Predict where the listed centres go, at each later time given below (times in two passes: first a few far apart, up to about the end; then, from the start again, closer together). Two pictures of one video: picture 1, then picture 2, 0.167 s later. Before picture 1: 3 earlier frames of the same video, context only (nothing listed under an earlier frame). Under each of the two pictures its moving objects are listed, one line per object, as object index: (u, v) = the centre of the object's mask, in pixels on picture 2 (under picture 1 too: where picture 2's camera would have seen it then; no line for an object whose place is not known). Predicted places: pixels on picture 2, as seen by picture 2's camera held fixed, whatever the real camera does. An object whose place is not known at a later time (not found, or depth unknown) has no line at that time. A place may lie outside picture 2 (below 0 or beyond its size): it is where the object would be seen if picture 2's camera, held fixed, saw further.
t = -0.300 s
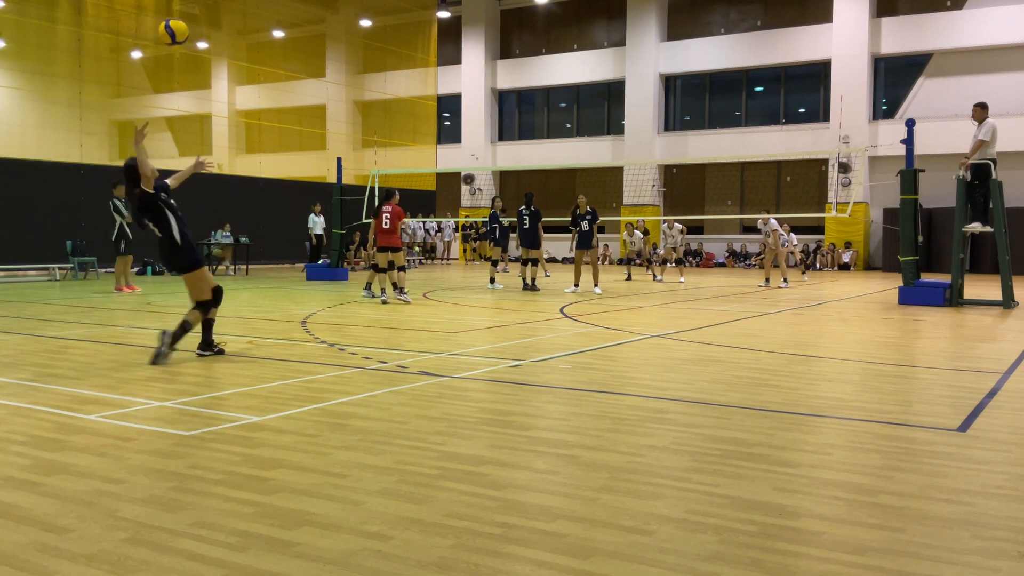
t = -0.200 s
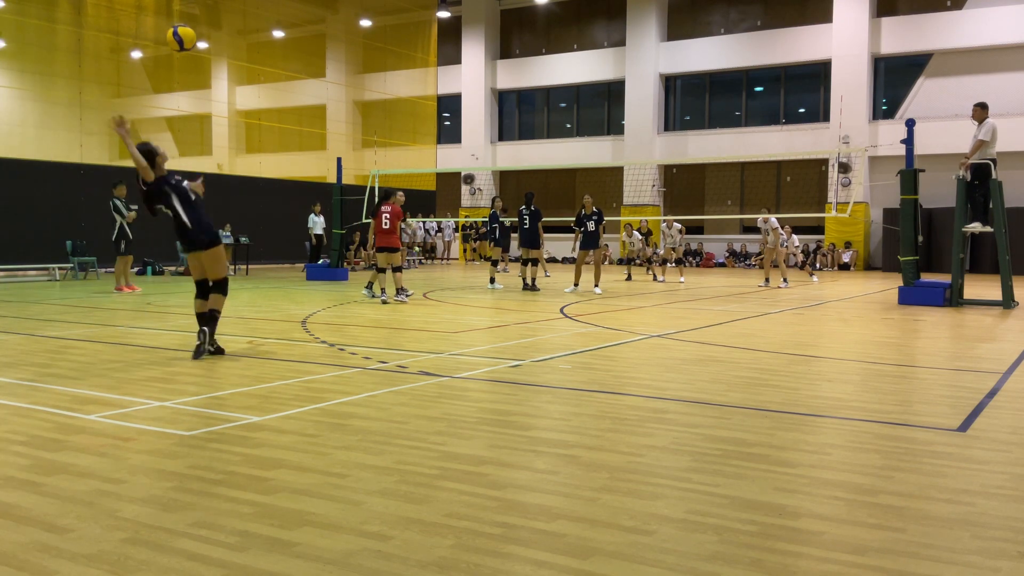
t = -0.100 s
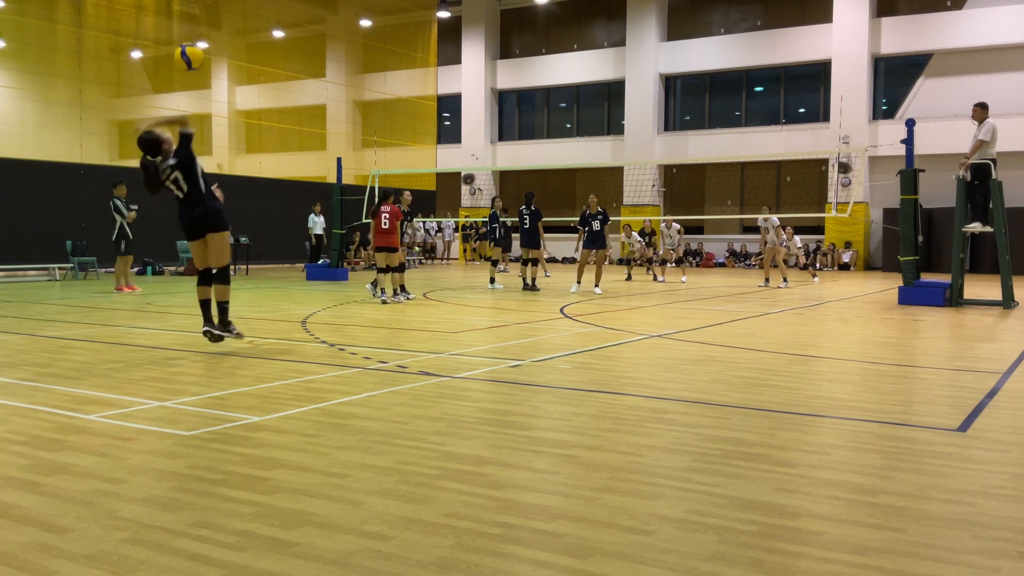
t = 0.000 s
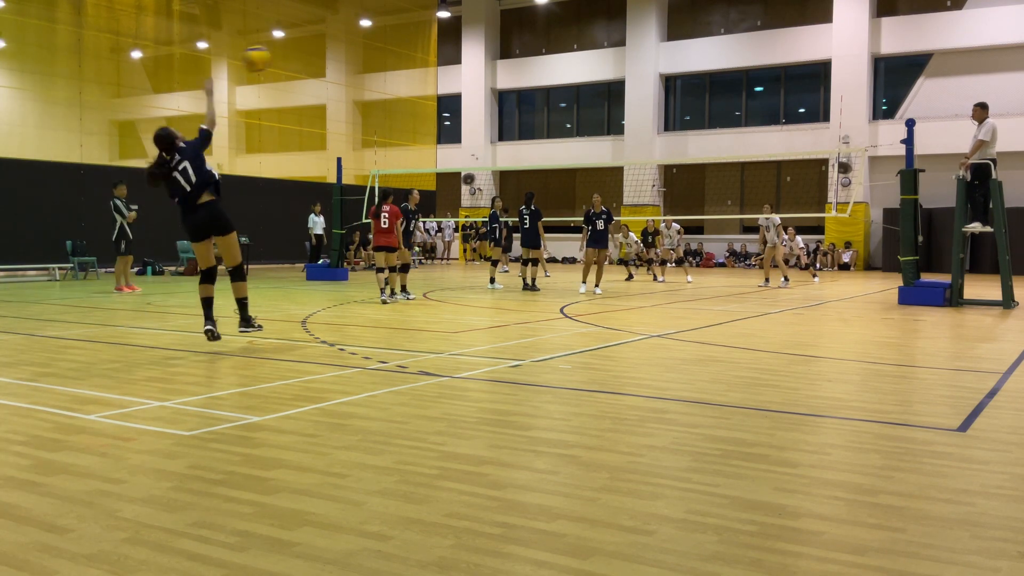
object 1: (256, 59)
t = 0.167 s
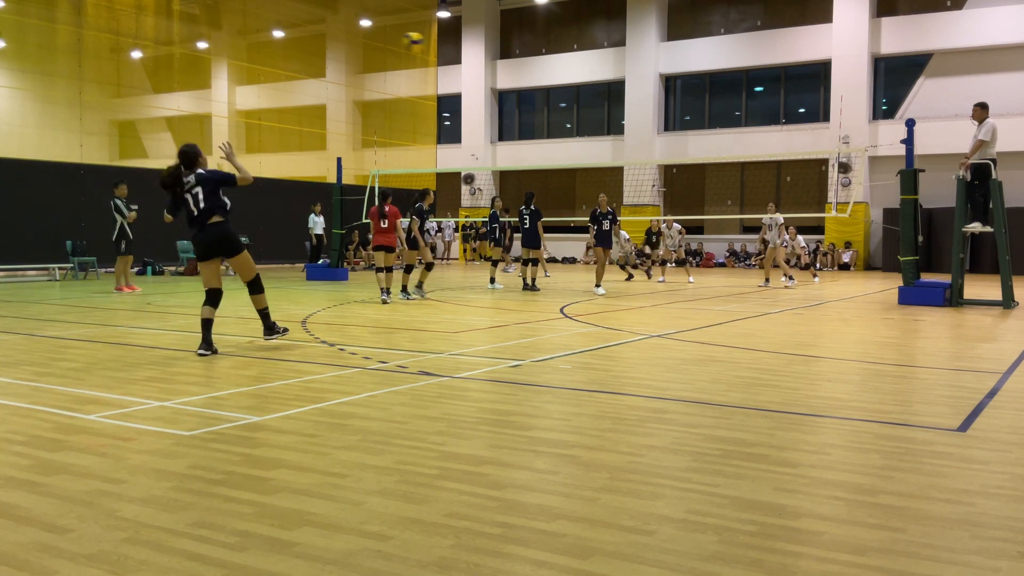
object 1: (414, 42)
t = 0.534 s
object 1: (582, 88)
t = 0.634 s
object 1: (607, 107)
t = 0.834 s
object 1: (647, 155)
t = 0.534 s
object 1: (582, 88)
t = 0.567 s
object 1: (591, 93)
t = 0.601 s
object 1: (599, 100)
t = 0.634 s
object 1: (607, 107)
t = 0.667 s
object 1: (616, 115)
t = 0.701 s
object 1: (621, 123)
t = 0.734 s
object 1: (628, 131)
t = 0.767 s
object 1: (635, 138)
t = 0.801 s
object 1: (641, 147)
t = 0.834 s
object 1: (647, 155)
